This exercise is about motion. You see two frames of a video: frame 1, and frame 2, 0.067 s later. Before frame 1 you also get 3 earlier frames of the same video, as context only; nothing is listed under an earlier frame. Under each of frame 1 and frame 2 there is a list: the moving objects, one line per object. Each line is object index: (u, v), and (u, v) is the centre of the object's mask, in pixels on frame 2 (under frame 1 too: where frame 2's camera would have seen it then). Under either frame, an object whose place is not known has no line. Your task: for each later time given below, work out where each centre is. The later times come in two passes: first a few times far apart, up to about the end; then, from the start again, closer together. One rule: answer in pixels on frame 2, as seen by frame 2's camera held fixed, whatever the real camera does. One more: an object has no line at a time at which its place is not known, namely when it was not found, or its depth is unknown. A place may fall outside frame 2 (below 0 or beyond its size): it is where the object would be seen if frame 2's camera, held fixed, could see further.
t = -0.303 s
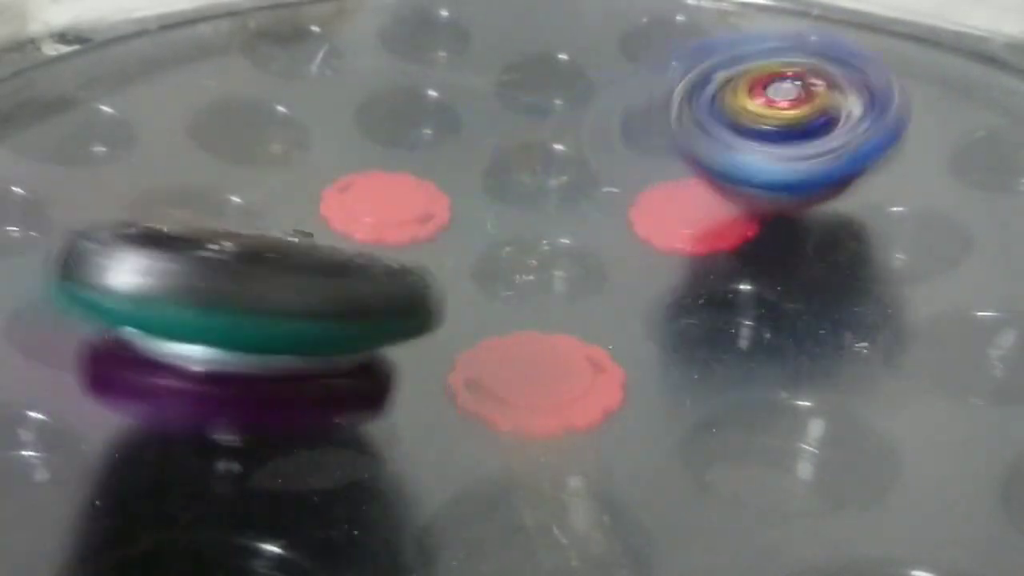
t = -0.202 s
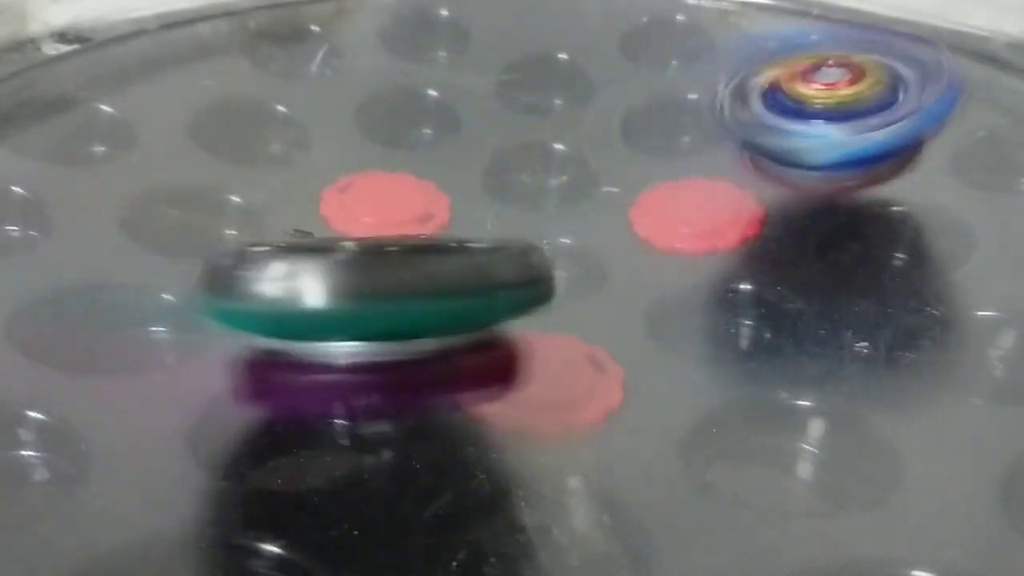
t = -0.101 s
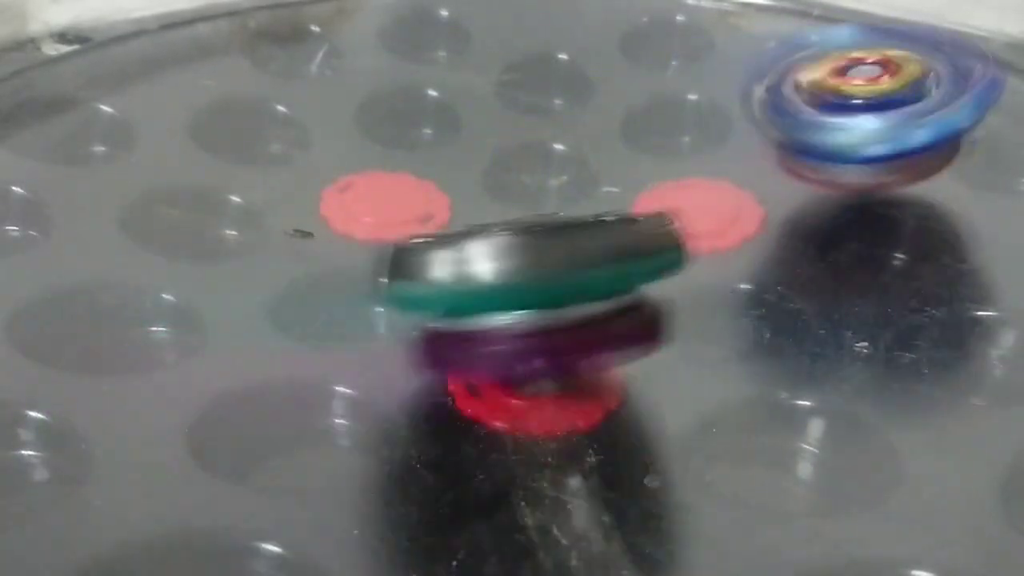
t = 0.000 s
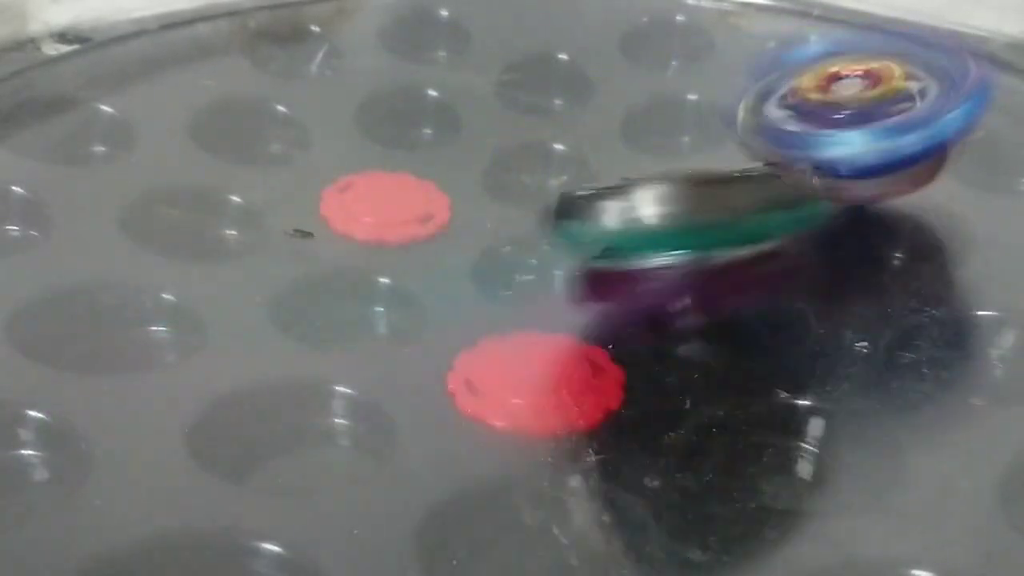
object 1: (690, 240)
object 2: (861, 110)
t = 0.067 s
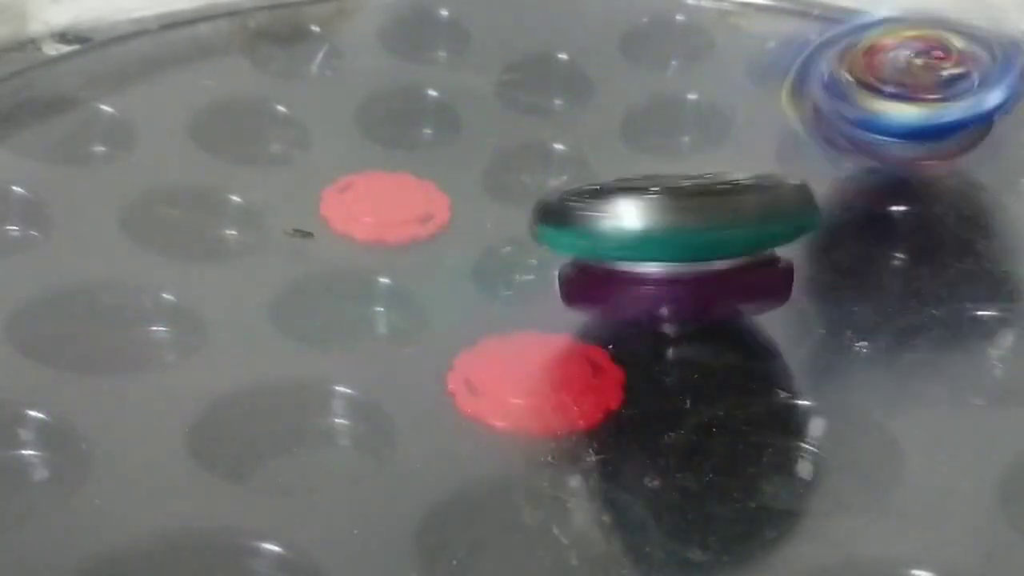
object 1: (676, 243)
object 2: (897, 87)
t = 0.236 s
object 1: (696, 234)
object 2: (935, 62)
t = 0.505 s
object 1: (656, 198)
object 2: (858, 105)
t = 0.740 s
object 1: (398, 184)
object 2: (763, 92)
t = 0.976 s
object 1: (353, 152)
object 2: (646, 109)
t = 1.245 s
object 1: (366, 167)
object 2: (566, 88)
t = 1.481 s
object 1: (414, 181)
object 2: (617, 113)
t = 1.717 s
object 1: (460, 189)
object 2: (721, 214)
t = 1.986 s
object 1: (497, 162)
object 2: (643, 298)
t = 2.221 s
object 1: (494, 128)
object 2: (488, 270)
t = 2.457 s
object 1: (518, 132)
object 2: (482, 261)
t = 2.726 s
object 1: (557, 132)
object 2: (497, 252)
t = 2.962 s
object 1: (569, 120)
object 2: (499, 251)
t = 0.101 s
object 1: (672, 248)
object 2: (914, 75)
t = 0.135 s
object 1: (675, 245)
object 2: (926, 66)
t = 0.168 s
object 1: (684, 243)
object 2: (928, 63)
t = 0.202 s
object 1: (690, 239)
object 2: (931, 62)
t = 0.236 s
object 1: (696, 234)
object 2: (935, 62)
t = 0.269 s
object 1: (700, 230)
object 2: (936, 64)
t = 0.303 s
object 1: (702, 224)
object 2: (933, 67)
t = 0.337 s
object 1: (703, 218)
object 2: (928, 72)
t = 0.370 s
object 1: (700, 212)
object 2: (918, 80)
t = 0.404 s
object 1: (697, 207)
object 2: (908, 86)
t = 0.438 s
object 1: (691, 201)
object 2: (891, 94)
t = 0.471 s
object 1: (683, 195)
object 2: (876, 99)
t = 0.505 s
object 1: (656, 198)
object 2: (858, 105)
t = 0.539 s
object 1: (607, 202)
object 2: (859, 92)
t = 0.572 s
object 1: (564, 214)
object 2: (852, 92)
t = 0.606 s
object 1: (518, 214)
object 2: (844, 88)
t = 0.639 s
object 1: (478, 211)
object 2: (825, 86)
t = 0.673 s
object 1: (441, 204)
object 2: (806, 87)
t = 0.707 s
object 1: (417, 194)
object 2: (781, 88)
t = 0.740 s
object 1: (398, 184)
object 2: (763, 92)
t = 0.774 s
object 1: (387, 172)
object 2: (749, 95)
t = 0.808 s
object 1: (377, 168)
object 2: (731, 98)
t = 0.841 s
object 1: (372, 163)
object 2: (708, 105)
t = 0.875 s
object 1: (365, 159)
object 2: (689, 108)
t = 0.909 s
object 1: (361, 155)
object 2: (673, 108)
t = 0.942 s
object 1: (356, 153)
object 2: (659, 110)
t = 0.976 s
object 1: (353, 152)
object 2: (646, 109)
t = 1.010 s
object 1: (351, 153)
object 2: (634, 108)
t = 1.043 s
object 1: (351, 152)
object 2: (621, 107)
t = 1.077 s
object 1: (353, 153)
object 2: (607, 103)
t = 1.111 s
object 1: (355, 155)
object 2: (596, 101)
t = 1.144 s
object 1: (362, 158)
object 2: (584, 97)
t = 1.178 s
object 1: (369, 161)
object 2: (570, 93)
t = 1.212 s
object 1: (378, 165)
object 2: (557, 90)
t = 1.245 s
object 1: (366, 167)
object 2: (566, 88)
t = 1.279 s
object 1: (359, 170)
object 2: (585, 82)
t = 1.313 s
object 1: (364, 172)
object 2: (598, 82)
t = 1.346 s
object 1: (375, 176)
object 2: (607, 87)
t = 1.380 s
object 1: (382, 177)
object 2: (606, 92)
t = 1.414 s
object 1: (394, 177)
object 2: (608, 99)
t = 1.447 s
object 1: (407, 179)
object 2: (610, 105)
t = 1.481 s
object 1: (414, 181)
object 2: (617, 113)
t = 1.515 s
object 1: (410, 184)
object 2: (627, 119)
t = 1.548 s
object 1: (413, 189)
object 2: (640, 138)
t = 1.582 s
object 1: (423, 189)
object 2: (662, 152)
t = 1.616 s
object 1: (436, 190)
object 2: (682, 166)
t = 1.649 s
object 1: (445, 191)
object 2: (693, 181)
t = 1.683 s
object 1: (451, 190)
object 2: (708, 199)
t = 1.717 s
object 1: (460, 189)
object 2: (721, 214)
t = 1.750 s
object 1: (469, 187)
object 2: (727, 232)
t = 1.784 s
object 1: (478, 185)
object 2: (734, 248)
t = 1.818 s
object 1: (484, 181)
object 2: (726, 261)
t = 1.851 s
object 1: (488, 177)
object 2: (724, 277)
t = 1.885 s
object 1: (492, 174)
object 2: (709, 289)
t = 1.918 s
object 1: (494, 171)
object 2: (692, 301)
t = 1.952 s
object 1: (498, 168)
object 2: (672, 301)
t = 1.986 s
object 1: (497, 162)
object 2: (643, 298)
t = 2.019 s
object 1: (497, 153)
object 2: (613, 299)
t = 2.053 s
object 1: (494, 151)
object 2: (595, 291)
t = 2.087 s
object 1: (487, 137)
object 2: (567, 285)
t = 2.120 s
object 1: (493, 132)
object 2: (535, 285)
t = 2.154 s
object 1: (493, 131)
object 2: (517, 281)
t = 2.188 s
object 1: (494, 130)
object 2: (502, 275)
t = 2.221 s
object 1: (494, 128)
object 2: (488, 270)
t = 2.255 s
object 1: (494, 129)
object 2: (477, 266)
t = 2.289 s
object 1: (498, 128)
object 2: (475, 262)
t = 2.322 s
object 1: (501, 127)
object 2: (475, 259)
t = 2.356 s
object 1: (503, 129)
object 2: (478, 260)
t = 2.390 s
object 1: (505, 129)
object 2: (480, 260)
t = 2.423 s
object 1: (509, 131)
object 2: (480, 260)
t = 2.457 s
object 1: (518, 132)
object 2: (482, 261)
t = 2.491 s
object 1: (520, 130)
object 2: (480, 266)
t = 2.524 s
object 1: (522, 129)
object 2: (478, 267)
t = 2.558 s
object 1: (530, 131)
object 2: (477, 267)
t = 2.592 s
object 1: (534, 131)
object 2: (479, 267)
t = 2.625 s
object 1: (541, 136)
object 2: (482, 265)
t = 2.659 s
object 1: (544, 136)
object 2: (486, 260)
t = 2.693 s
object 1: (553, 134)
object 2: (492, 256)
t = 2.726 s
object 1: (557, 132)
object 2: (497, 252)
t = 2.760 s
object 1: (553, 122)
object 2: (497, 250)
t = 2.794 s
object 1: (555, 123)
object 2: (496, 250)
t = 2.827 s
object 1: (560, 125)
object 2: (497, 250)
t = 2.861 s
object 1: (562, 123)
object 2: (498, 250)
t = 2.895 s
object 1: (562, 120)
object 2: (499, 251)
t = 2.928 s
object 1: (565, 119)
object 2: (499, 251)
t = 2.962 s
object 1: (569, 120)
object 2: (499, 251)
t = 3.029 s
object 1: (568, 120)
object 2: (498, 250)
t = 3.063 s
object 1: (572, 124)
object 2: (498, 250)
